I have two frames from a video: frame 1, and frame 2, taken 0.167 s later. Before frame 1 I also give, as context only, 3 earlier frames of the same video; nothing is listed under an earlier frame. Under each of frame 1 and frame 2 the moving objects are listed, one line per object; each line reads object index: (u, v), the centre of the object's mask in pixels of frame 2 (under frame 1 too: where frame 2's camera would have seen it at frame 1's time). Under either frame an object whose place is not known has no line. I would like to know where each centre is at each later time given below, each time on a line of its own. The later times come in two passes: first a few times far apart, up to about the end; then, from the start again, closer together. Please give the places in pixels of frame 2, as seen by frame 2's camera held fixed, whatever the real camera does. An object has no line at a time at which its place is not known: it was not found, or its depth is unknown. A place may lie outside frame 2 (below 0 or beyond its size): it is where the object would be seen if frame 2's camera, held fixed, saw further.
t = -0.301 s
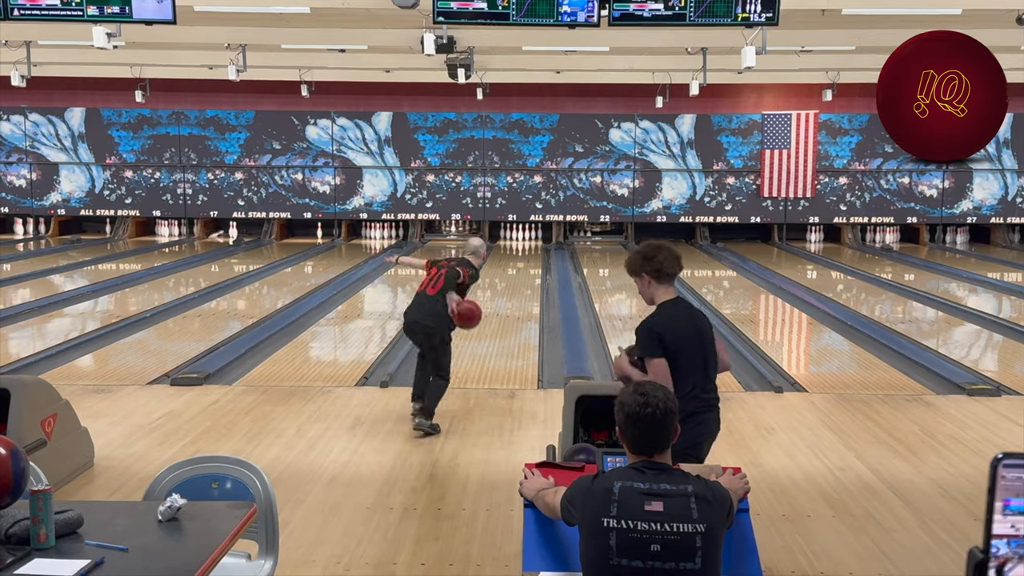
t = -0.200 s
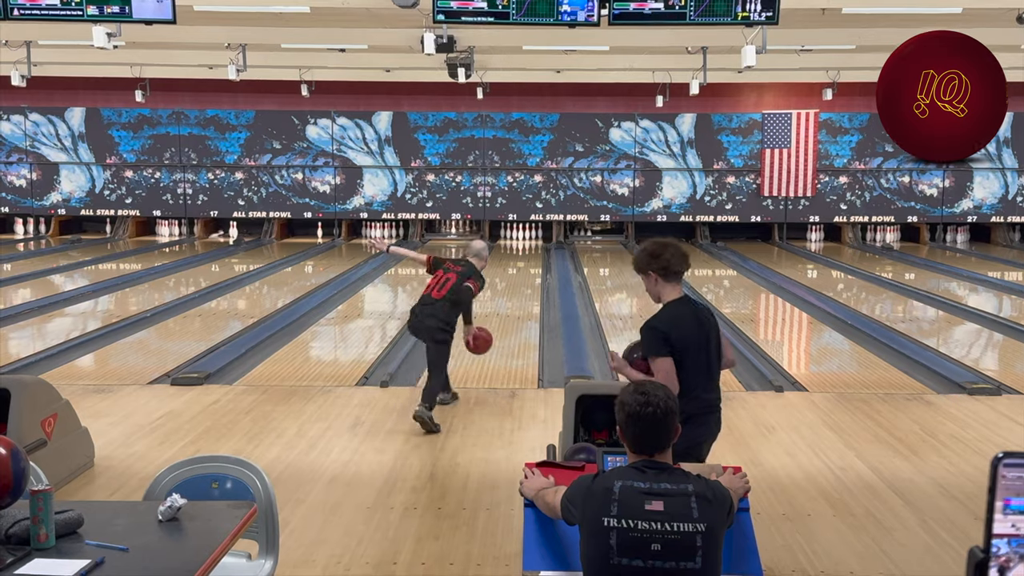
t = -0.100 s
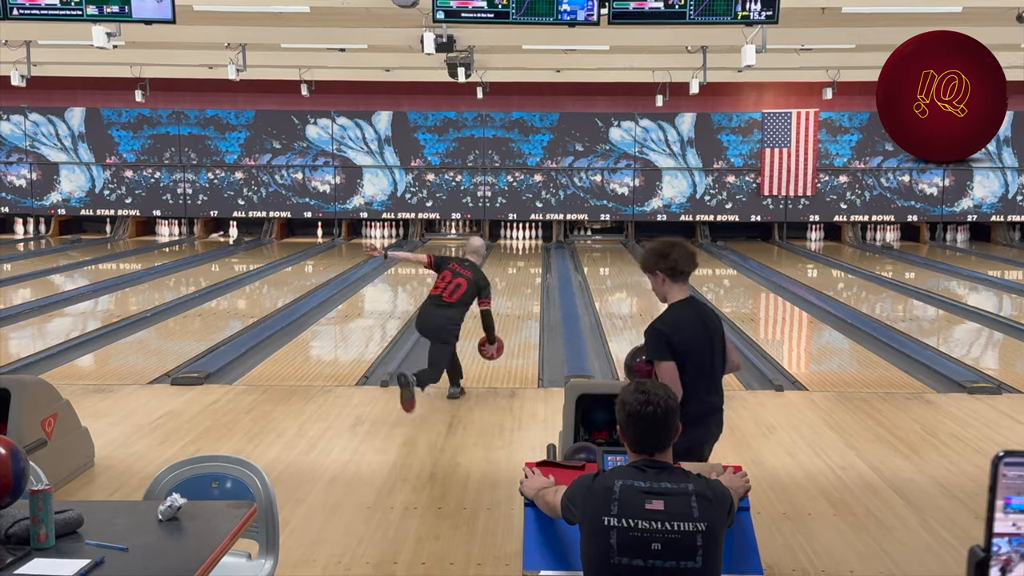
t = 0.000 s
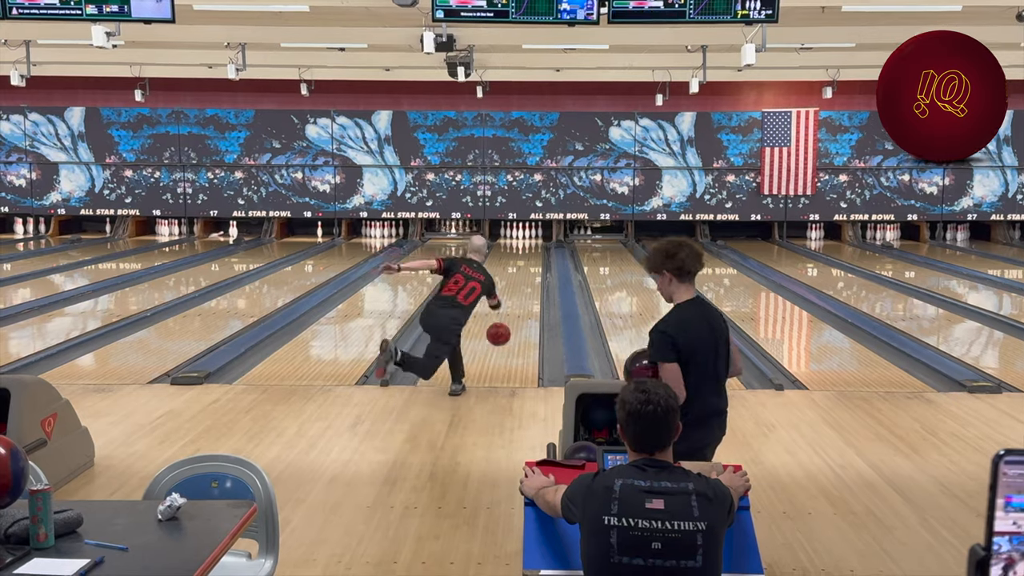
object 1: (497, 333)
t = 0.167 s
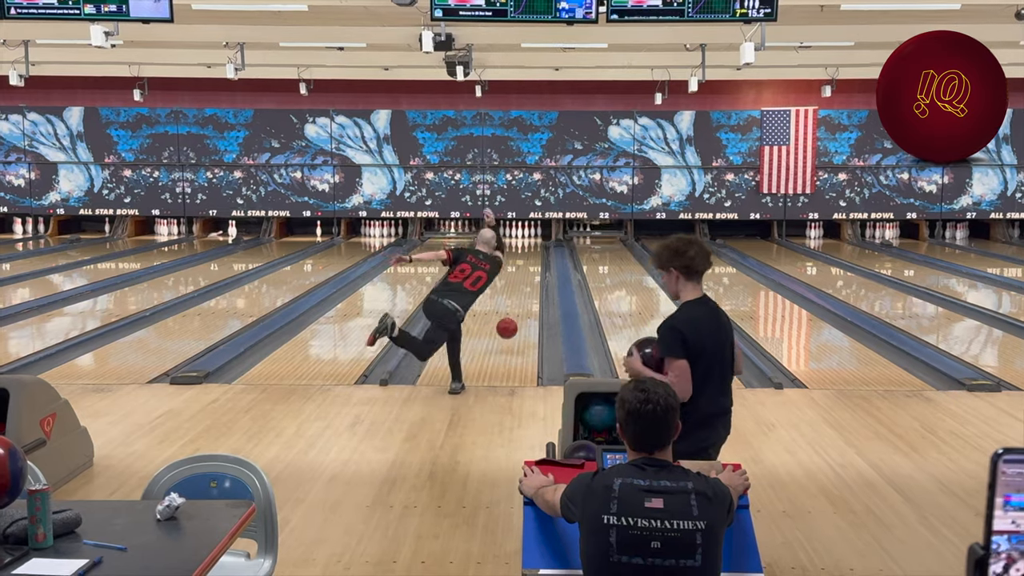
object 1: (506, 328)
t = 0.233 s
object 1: (509, 333)
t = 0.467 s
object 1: (518, 309)
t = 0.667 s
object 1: (523, 294)
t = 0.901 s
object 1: (528, 279)
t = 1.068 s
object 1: (535, 271)
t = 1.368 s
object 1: (535, 258)
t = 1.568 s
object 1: (535, 251)
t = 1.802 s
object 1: (537, 245)
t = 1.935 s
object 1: (537, 242)
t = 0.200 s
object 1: (508, 330)
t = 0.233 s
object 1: (509, 333)
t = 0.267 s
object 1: (511, 329)
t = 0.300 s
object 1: (512, 325)
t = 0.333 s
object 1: (514, 322)
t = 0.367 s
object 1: (515, 318)
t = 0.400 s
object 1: (516, 315)
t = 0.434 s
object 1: (517, 312)
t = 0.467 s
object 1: (518, 309)
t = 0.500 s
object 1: (519, 306)
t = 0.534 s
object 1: (520, 304)
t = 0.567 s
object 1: (521, 301)
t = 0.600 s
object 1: (522, 298)
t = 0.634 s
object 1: (523, 296)
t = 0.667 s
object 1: (523, 294)
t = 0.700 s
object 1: (524, 291)
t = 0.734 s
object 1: (525, 289)
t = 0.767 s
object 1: (525, 287)
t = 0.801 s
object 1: (526, 285)
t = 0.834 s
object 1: (527, 283)
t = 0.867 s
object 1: (527, 281)
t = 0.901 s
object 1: (528, 279)
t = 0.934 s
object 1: (529, 277)
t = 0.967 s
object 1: (530, 276)
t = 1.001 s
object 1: (532, 273)
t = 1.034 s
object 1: (534, 271)
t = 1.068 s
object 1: (535, 271)
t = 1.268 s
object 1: (536, 261)
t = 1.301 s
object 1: (535, 260)
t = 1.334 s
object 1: (535, 259)
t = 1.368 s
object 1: (535, 258)
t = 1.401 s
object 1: (535, 257)
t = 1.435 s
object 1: (535, 255)
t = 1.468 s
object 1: (534, 255)
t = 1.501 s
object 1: (534, 254)
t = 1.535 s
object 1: (534, 253)
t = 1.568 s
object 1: (535, 251)
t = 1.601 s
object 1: (535, 250)
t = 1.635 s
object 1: (535, 249)
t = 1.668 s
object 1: (535, 248)
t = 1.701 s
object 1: (536, 247)
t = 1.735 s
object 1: (536, 246)
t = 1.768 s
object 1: (537, 245)
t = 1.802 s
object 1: (537, 245)
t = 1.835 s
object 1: (537, 244)
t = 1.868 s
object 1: (537, 243)
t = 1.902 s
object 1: (537, 243)
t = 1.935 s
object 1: (537, 242)
